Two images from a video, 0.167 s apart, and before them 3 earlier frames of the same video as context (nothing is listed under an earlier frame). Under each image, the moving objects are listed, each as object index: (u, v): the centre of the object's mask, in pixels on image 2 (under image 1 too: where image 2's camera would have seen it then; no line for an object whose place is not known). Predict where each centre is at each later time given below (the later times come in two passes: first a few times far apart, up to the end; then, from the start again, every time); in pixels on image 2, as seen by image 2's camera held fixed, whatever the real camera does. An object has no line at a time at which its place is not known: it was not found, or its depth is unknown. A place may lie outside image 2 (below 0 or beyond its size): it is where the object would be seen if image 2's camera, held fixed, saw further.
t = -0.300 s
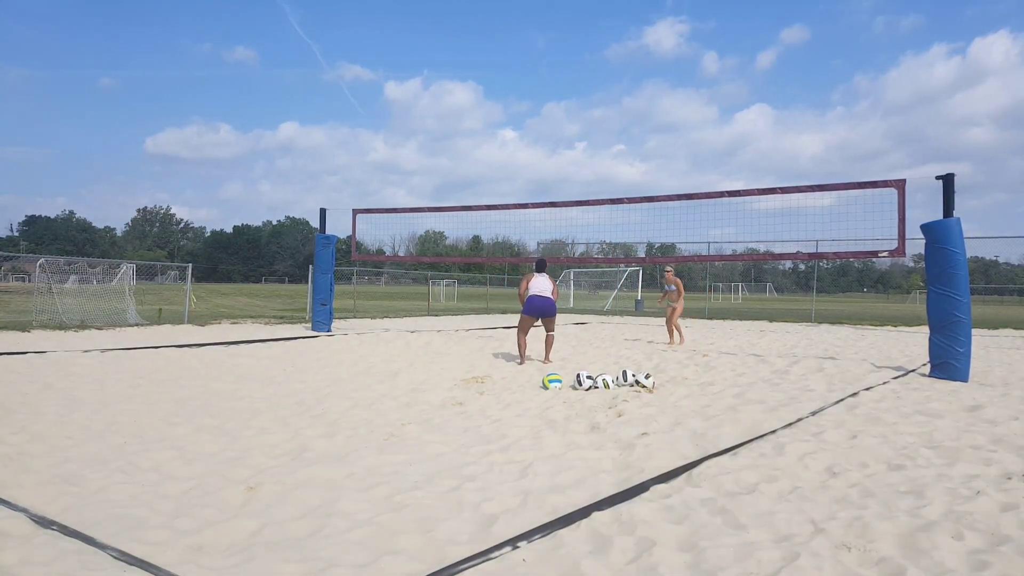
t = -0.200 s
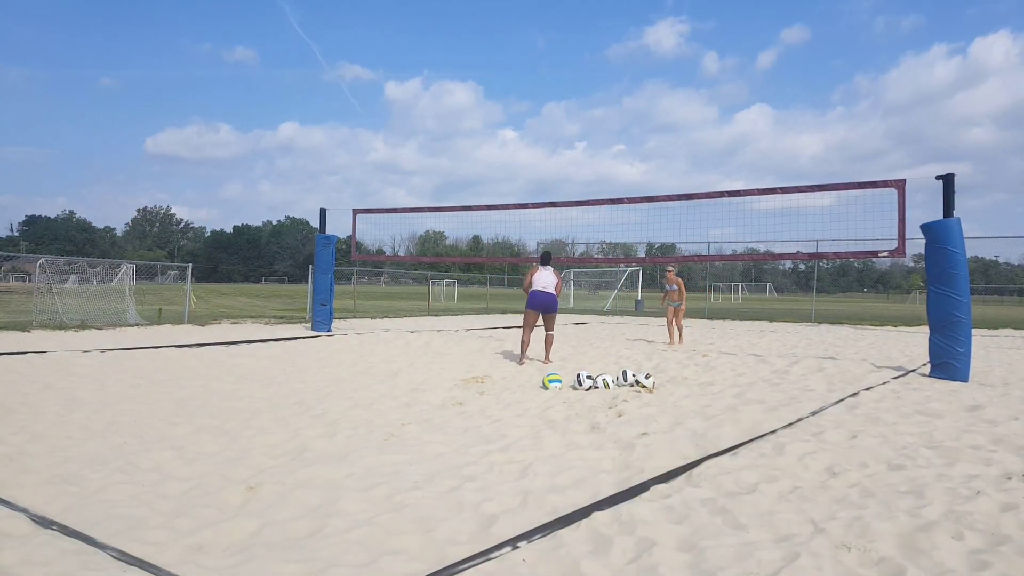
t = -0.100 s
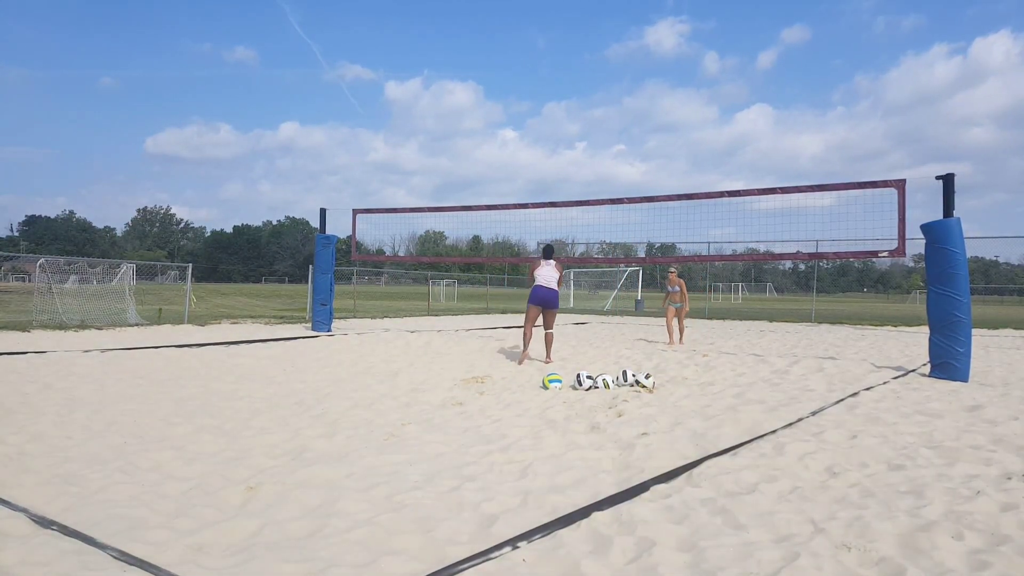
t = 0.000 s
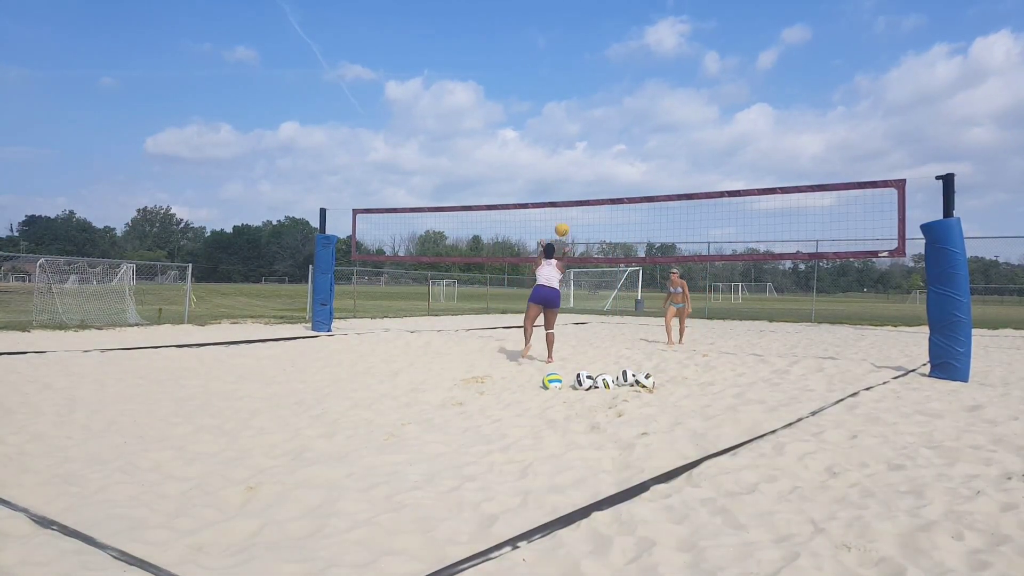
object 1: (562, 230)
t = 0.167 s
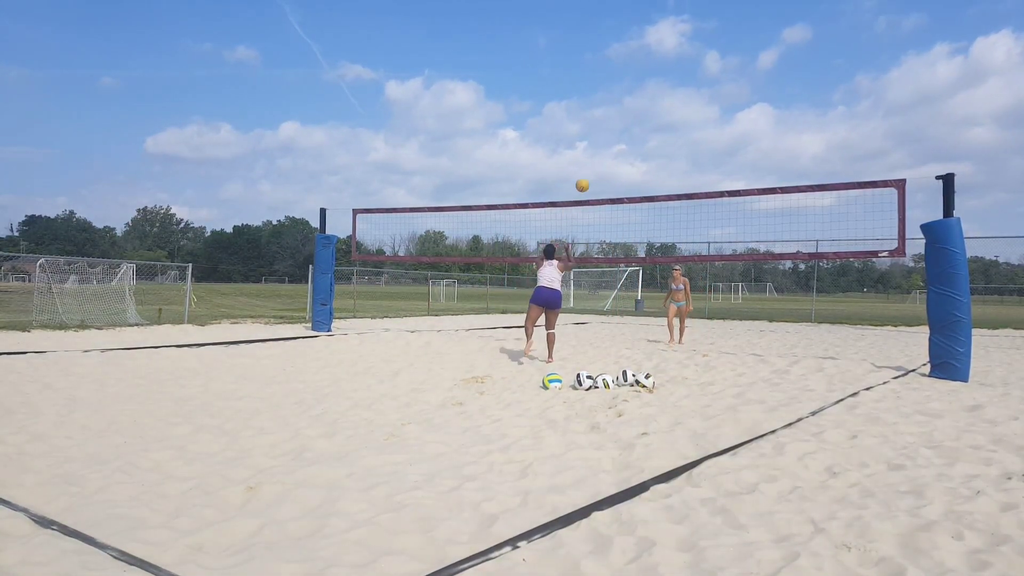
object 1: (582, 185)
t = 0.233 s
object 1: (590, 173)
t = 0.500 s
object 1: (619, 153)
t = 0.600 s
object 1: (628, 157)
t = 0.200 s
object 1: (586, 179)
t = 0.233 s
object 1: (590, 173)
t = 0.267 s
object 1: (594, 168)
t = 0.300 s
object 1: (598, 164)
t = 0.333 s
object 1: (601, 160)
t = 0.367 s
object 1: (605, 158)
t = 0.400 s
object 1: (609, 155)
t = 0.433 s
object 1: (612, 154)
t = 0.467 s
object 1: (616, 153)
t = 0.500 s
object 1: (619, 153)
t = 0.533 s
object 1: (622, 154)
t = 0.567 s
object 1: (625, 155)
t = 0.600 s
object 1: (628, 157)
